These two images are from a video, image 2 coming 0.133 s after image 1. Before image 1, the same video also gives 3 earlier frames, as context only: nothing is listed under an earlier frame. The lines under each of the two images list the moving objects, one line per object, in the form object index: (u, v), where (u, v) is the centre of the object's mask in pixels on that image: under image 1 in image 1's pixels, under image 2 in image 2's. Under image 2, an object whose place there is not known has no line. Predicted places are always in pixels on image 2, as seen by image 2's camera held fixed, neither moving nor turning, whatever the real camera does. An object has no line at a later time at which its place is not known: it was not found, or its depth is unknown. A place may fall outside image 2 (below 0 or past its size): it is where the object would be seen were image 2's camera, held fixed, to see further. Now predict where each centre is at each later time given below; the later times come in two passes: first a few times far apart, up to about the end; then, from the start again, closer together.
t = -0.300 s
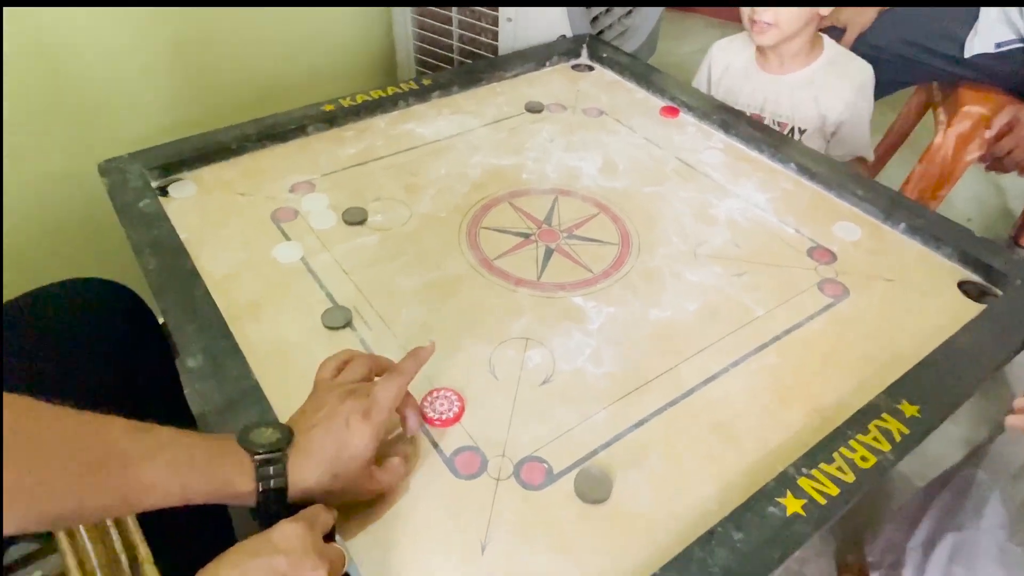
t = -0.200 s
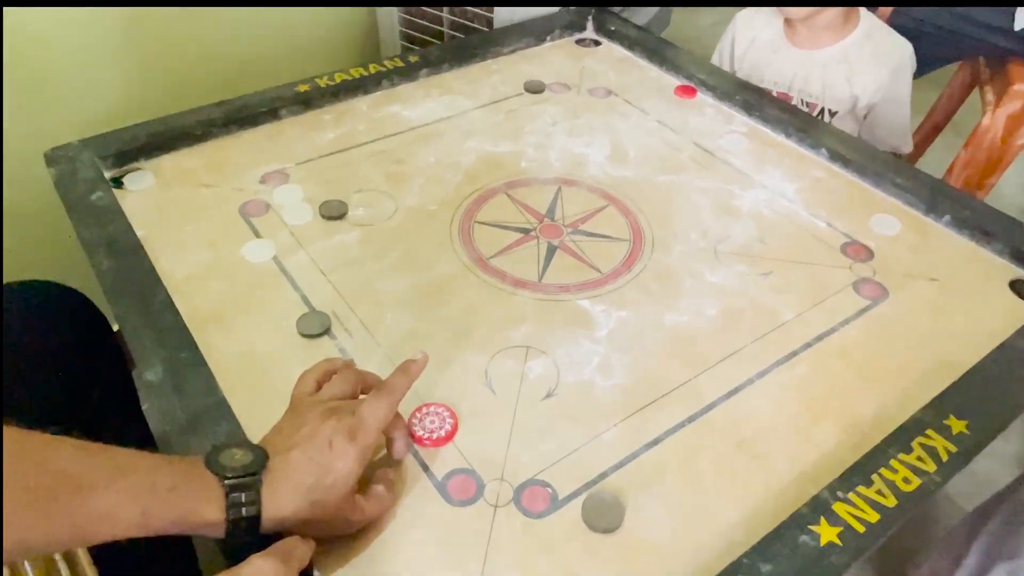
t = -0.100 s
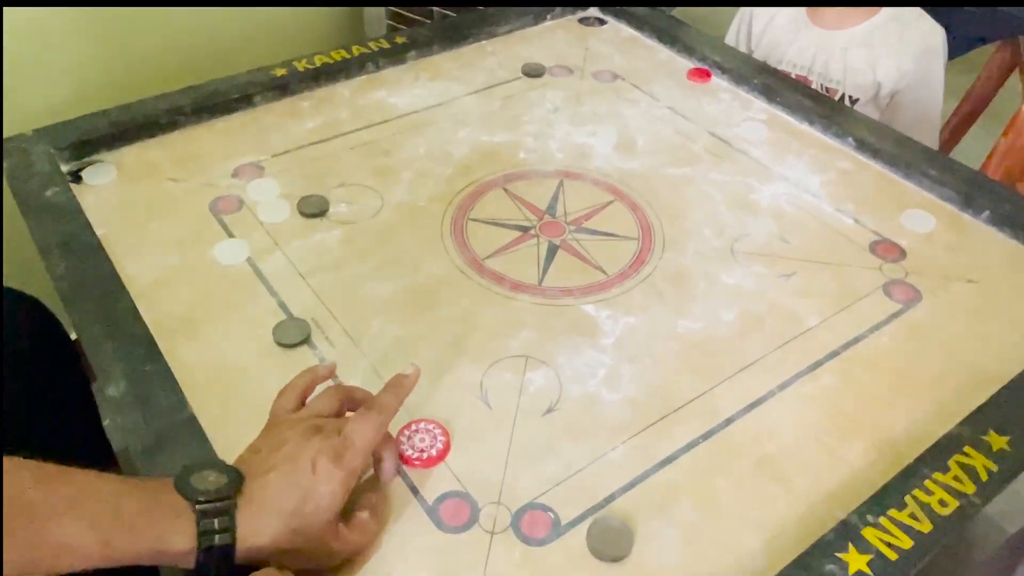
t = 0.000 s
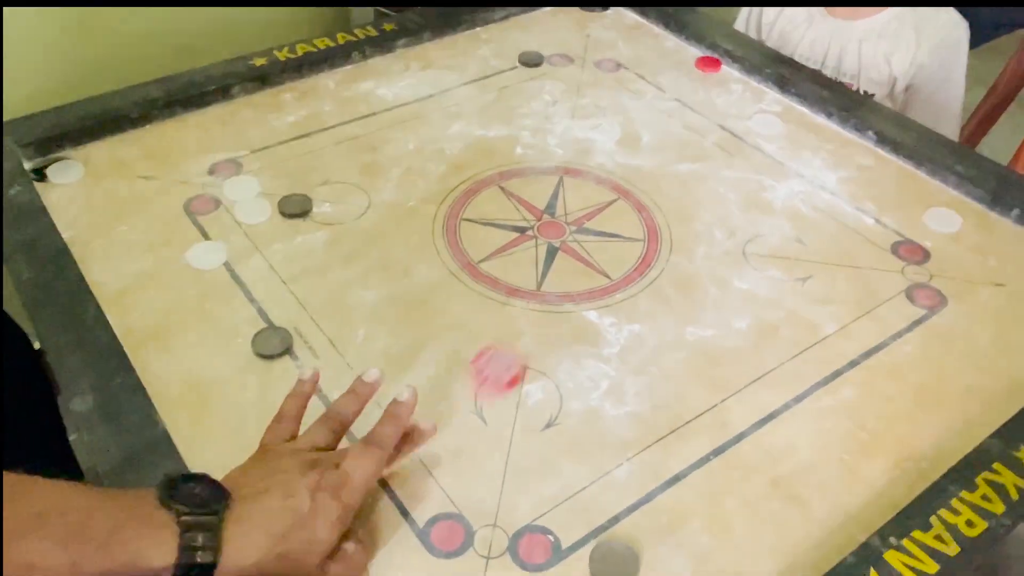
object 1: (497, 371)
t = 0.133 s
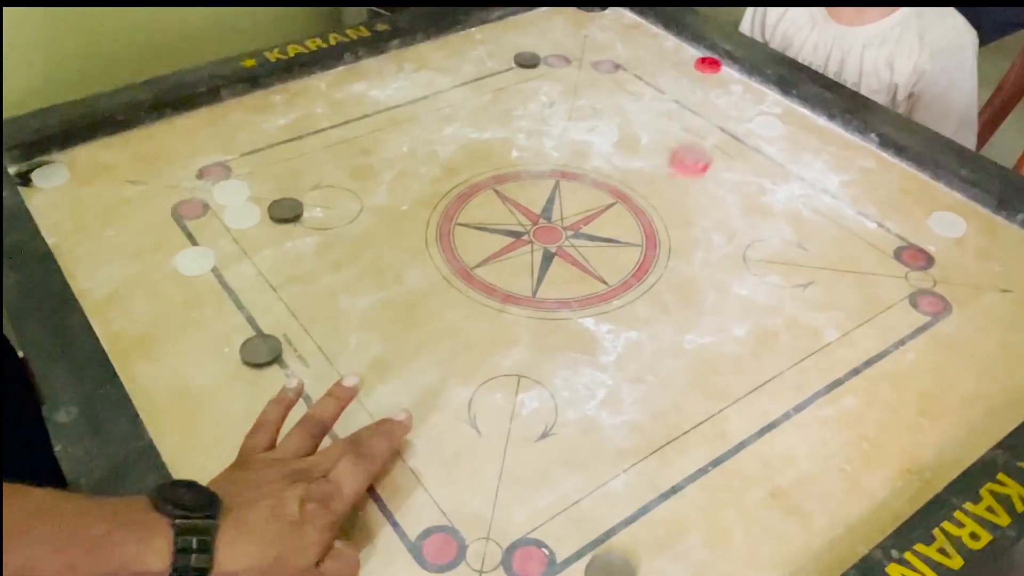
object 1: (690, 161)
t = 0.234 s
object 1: (712, 99)
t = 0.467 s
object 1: (424, 138)
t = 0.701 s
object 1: (112, 172)
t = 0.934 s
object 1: (80, 196)
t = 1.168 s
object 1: (127, 196)
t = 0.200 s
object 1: (751, 92)
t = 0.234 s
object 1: (712, 99)
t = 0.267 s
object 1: (672, 104)
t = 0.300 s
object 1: (628, 111)
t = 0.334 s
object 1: (588, 116)
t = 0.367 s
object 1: (549, 122)
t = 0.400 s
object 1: (505, 127)
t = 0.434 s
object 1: (464, 133)
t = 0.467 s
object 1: (424, 138)
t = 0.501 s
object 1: (377, 144)
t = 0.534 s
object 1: (336, 149)
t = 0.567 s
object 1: (294, 153)
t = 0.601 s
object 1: (247, 158)
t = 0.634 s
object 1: (204, 163)
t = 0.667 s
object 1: (158, 167)
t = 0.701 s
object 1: (112, 172)
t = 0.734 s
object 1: (80, 176)
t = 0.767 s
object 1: (63, 182)
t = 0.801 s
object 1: (51, 189)
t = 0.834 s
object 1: (51, 193)
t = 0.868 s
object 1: (62, 194)
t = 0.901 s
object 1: (71, 195)
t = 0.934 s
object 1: (80, 196)
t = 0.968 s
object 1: (89, 196)
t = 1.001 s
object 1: (97, 197)
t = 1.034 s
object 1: (104, 197)
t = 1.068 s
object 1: (111, 197)
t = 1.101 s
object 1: (117, 197)
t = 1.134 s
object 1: (122, 196)
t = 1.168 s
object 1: (127, 196)
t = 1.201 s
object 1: (132, 196)
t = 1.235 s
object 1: (136, 196)
